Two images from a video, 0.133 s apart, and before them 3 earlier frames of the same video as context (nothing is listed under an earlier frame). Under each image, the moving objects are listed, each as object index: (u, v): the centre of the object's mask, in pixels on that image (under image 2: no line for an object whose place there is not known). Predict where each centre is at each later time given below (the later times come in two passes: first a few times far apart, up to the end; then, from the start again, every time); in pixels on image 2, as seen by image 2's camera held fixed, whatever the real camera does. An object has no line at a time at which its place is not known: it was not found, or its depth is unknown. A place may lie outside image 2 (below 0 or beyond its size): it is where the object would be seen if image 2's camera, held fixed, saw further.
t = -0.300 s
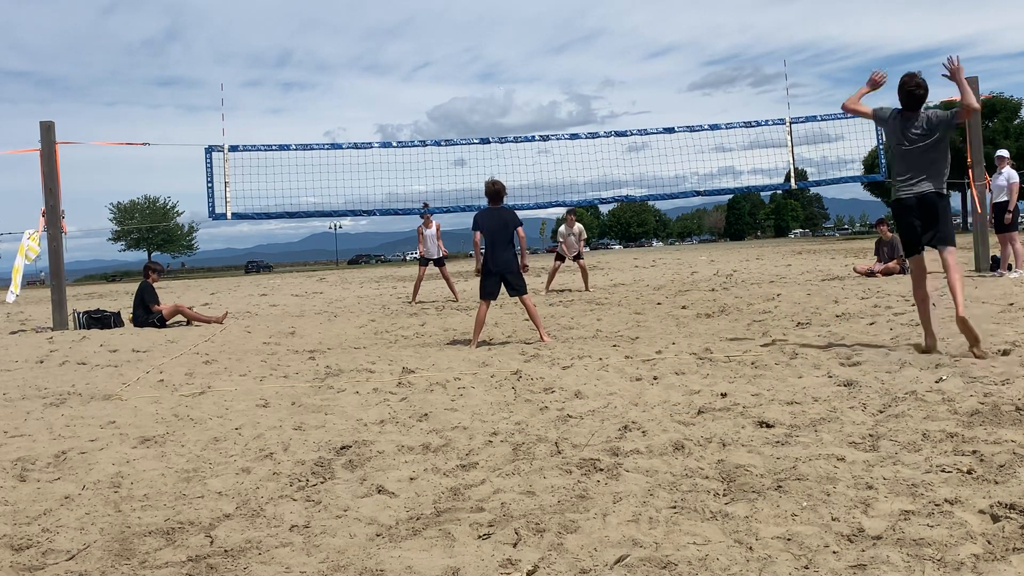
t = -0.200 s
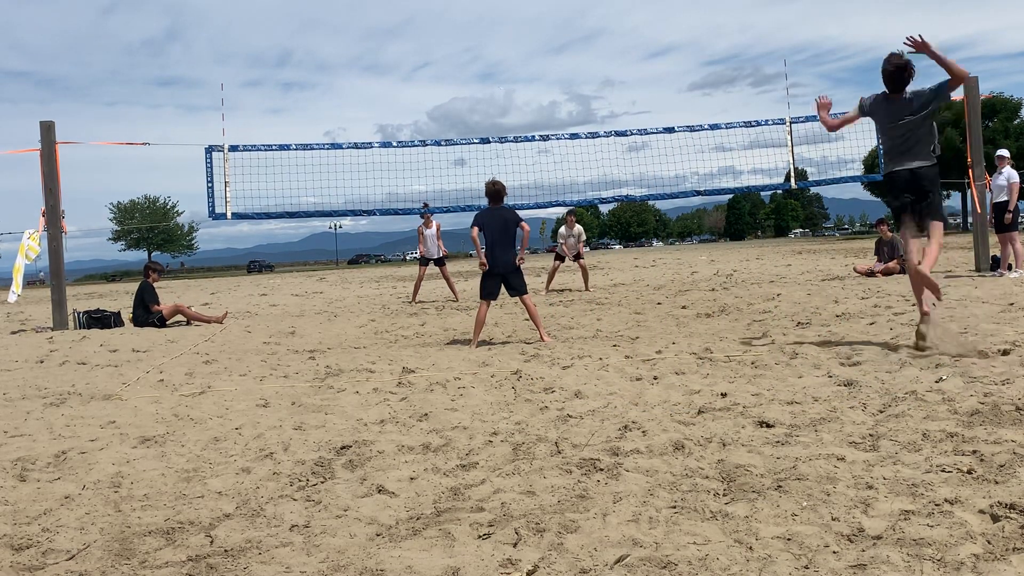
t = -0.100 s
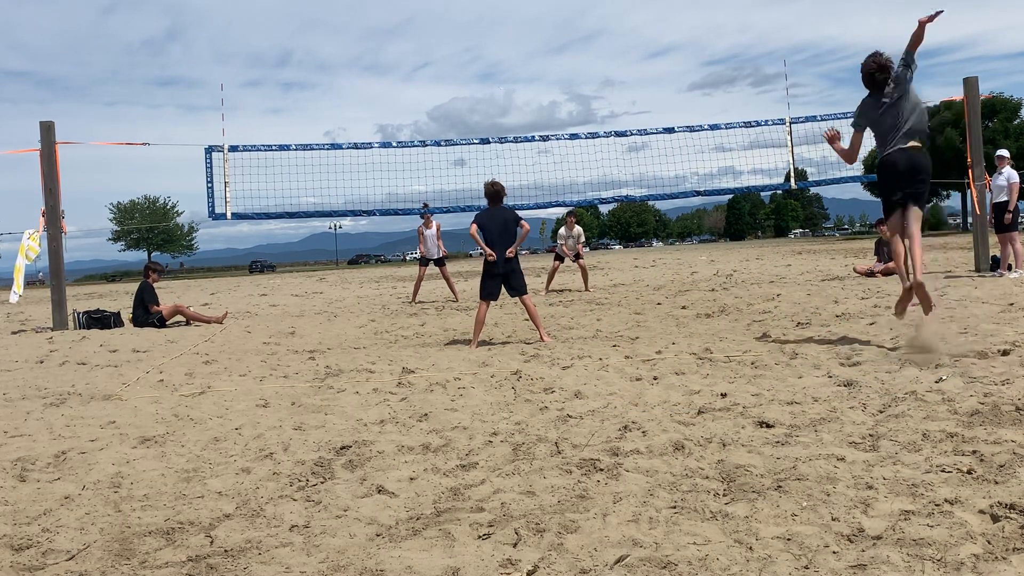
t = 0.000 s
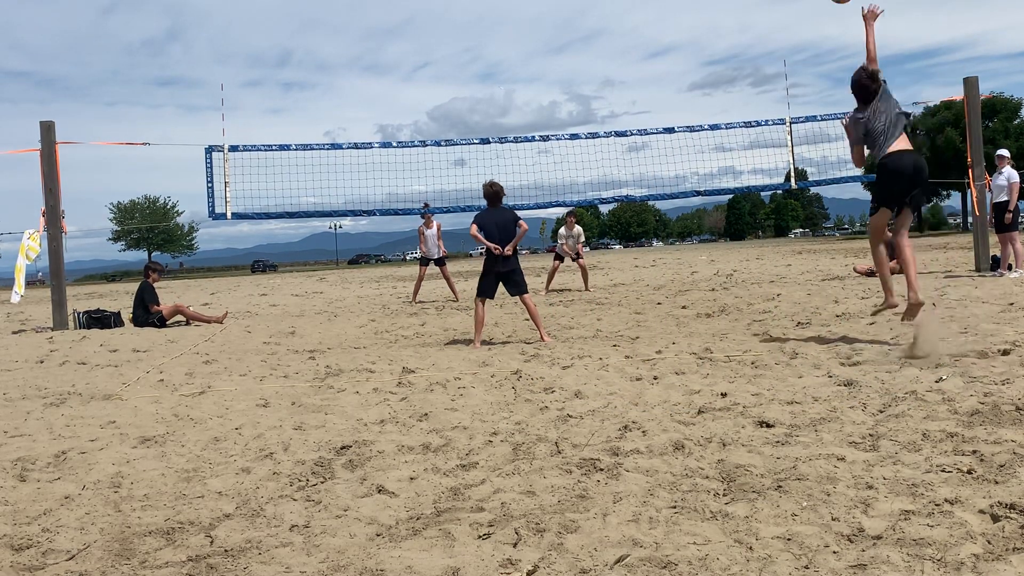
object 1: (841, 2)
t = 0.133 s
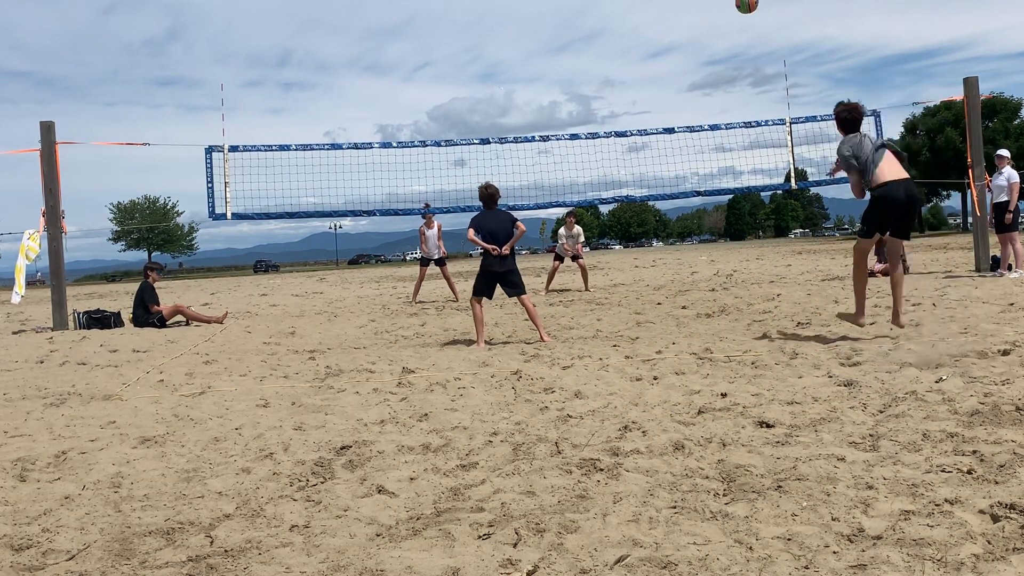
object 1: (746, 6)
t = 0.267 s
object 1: (685, 32)
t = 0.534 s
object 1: (606, 113)
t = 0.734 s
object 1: (572, 180)
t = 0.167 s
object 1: (729, 9)
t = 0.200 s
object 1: (713, 15)
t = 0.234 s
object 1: (699, 23)
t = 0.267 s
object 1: (685, 32)
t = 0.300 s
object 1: (672, 41)
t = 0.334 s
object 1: (661, 51)
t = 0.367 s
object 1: (650, 61)
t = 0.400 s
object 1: (640, 71)
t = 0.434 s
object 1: (630, 81)
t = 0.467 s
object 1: (622, 92)
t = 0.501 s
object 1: (614, 102)
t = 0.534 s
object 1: (606, 113)
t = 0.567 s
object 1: (599, 124)
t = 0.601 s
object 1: (592, 135)
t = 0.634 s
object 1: (587, 146)
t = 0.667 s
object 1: (581, 156)
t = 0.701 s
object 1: (577, 168)
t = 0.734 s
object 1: (572, 180)
